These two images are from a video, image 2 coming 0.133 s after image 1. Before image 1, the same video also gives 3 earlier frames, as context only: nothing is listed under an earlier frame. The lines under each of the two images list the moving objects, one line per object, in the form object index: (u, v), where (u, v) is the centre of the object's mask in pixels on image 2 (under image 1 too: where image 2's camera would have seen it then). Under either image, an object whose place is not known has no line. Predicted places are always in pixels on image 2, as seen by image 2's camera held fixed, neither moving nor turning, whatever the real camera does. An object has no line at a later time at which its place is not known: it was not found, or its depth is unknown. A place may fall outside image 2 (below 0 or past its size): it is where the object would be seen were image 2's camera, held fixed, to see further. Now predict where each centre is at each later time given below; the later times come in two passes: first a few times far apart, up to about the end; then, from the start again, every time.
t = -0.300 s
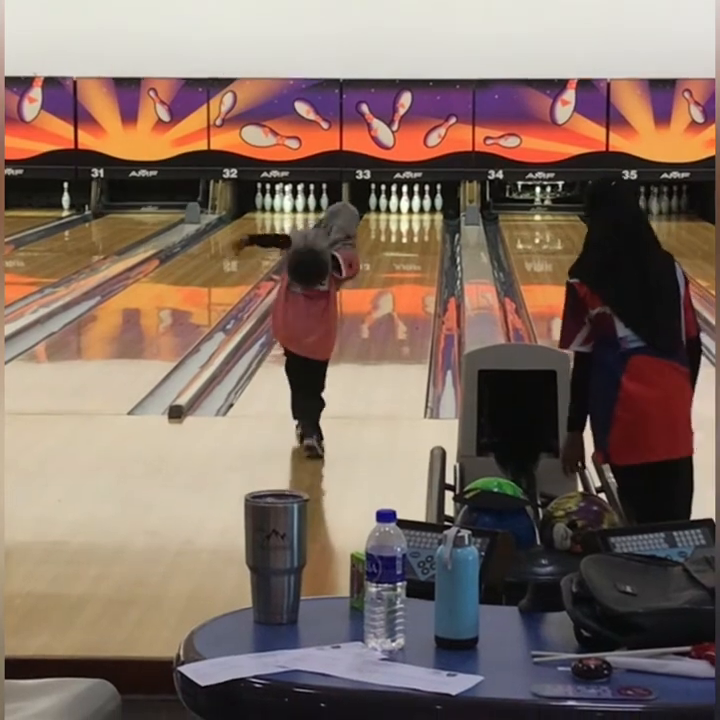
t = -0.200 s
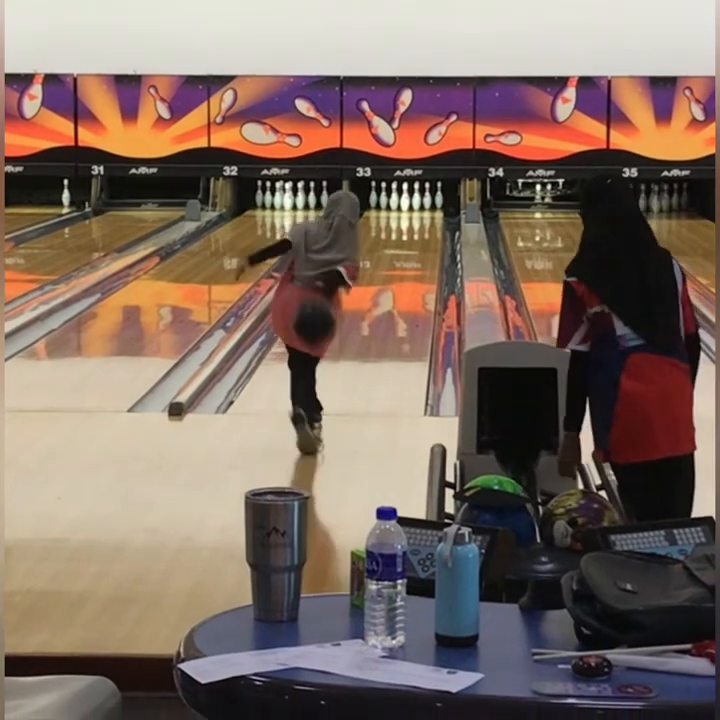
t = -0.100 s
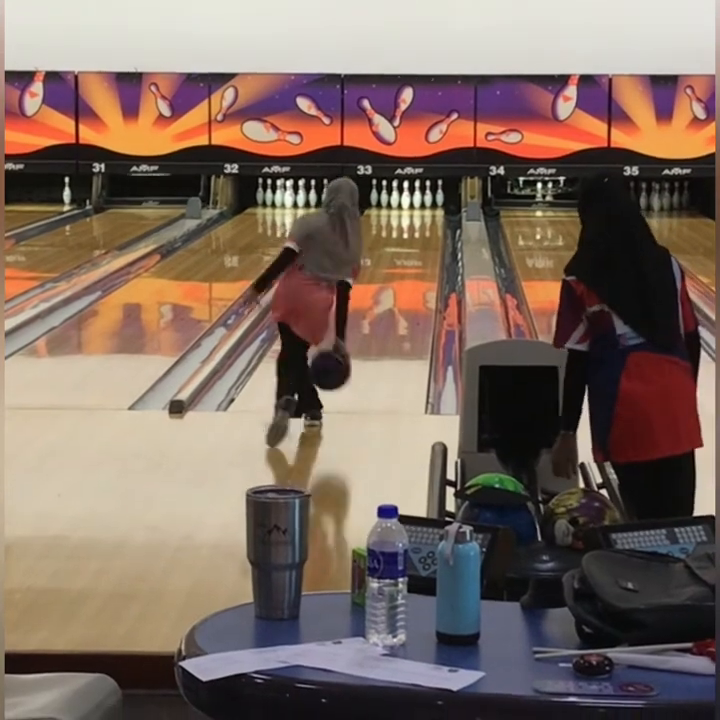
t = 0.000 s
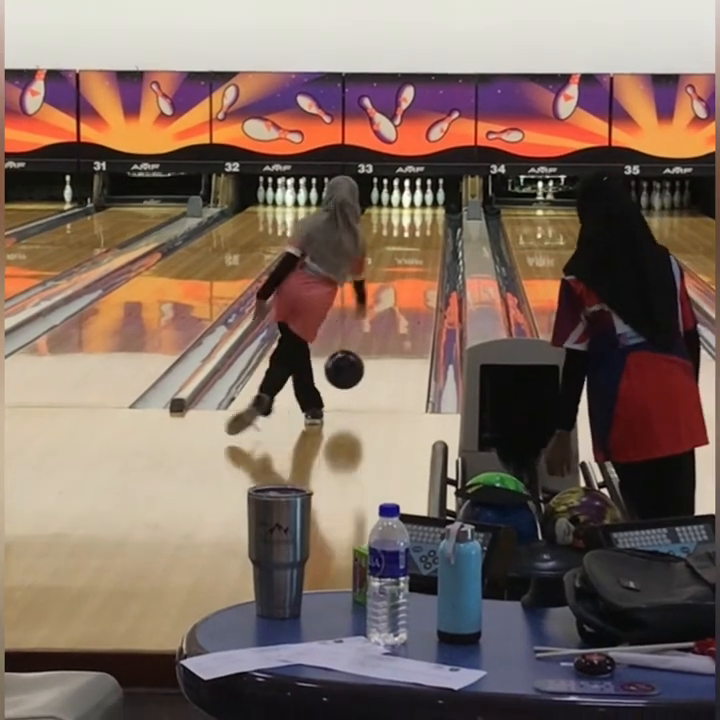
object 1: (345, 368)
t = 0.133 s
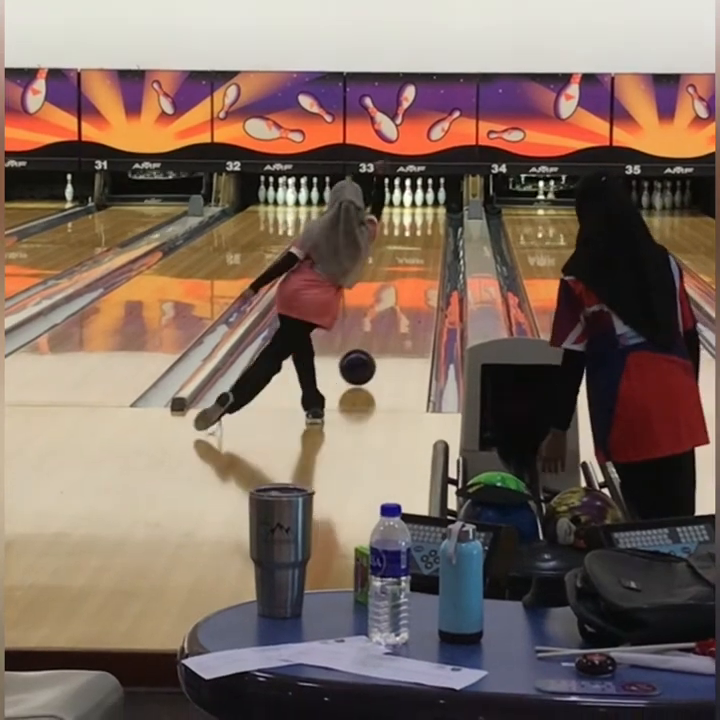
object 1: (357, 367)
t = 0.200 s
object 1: (363, 358)
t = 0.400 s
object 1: (377, 332)
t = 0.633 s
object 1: (390, 306)
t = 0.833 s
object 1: (399, 289)
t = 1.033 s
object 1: (405, 274)
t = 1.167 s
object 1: (409, 265)
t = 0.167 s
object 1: (360, 362)
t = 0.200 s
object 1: (363, 358)
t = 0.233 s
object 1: (365, 353)
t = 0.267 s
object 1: (368, 348)
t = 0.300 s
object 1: (370, 344)
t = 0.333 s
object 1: (372, 340)
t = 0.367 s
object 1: (374, 336)
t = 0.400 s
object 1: (377, 332)
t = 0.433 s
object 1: (379, 328)
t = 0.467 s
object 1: (380, 324)
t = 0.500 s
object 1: (383, 320)
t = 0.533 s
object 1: (385, 316)
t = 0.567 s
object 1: (386, 313)
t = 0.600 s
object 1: (388, 310)
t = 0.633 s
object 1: (390, 306)
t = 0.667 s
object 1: (391, 303)
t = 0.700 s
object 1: (393, 300)
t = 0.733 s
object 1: (394, 297)
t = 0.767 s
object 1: (396, 294)
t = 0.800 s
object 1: (397, 291)
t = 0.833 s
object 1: (399, 289)
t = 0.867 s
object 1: (399, 286)
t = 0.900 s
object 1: (401, 284)
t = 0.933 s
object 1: (402, 281)
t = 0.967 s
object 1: (403, 279)
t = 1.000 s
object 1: (404, 276)
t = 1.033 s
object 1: (405, 274)
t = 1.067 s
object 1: (407, 271)
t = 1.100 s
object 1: (408, 269)
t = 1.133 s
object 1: (409, 267)
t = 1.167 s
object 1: (409, 265)
